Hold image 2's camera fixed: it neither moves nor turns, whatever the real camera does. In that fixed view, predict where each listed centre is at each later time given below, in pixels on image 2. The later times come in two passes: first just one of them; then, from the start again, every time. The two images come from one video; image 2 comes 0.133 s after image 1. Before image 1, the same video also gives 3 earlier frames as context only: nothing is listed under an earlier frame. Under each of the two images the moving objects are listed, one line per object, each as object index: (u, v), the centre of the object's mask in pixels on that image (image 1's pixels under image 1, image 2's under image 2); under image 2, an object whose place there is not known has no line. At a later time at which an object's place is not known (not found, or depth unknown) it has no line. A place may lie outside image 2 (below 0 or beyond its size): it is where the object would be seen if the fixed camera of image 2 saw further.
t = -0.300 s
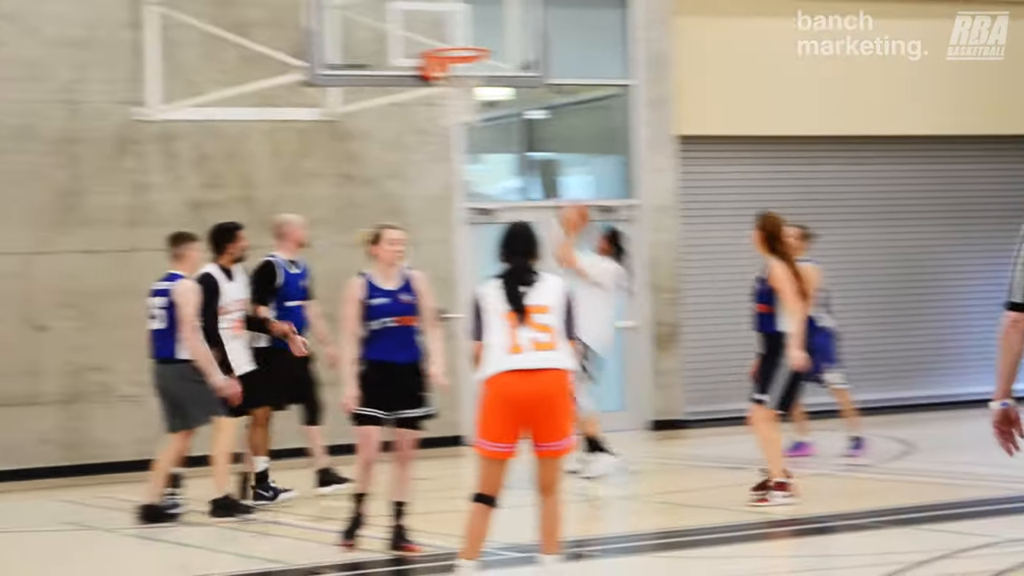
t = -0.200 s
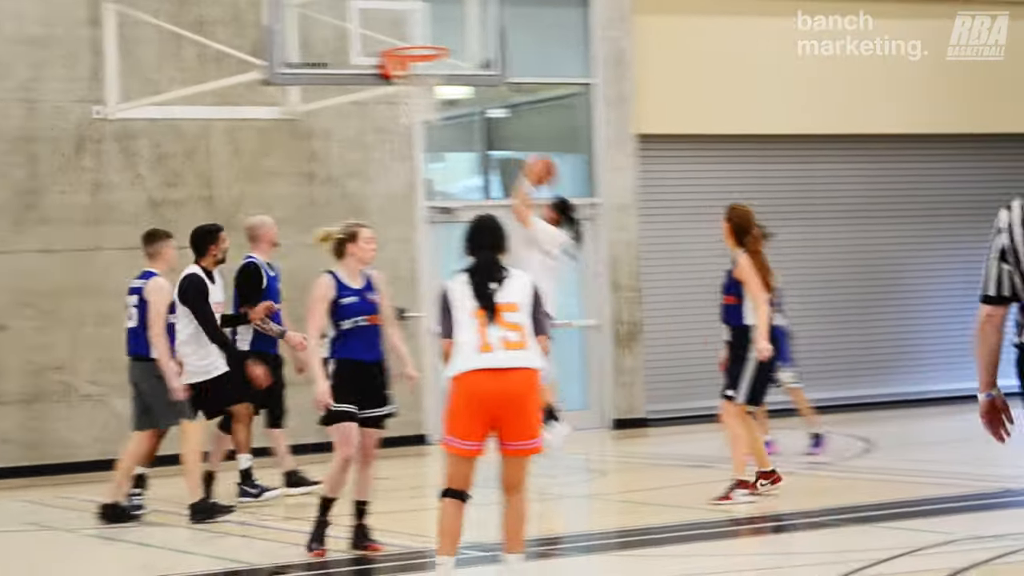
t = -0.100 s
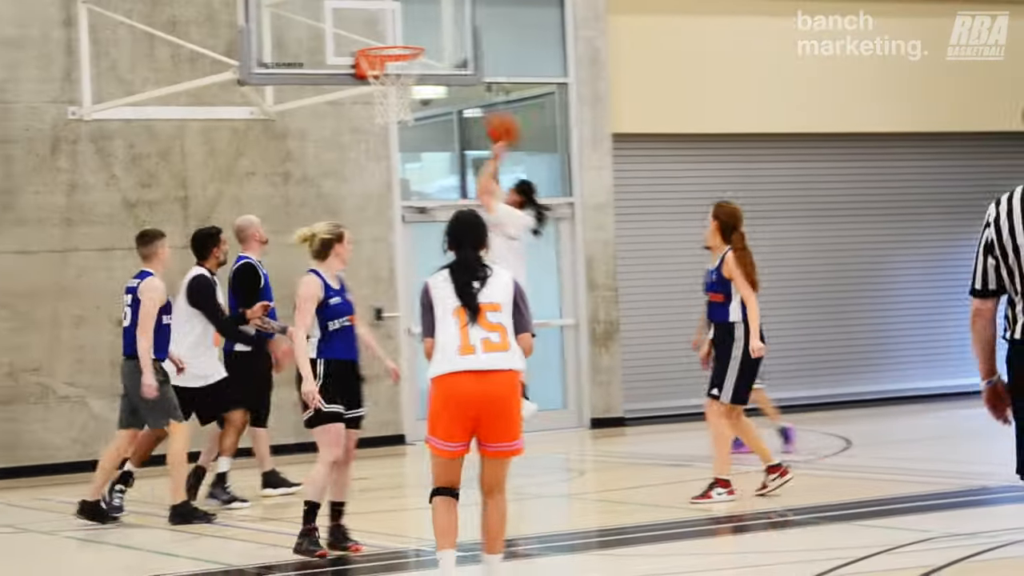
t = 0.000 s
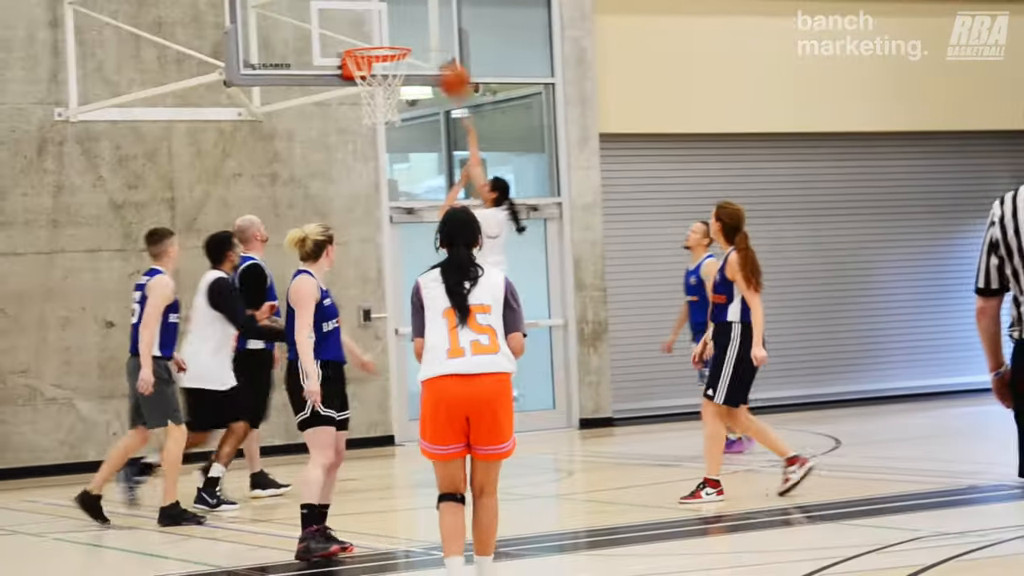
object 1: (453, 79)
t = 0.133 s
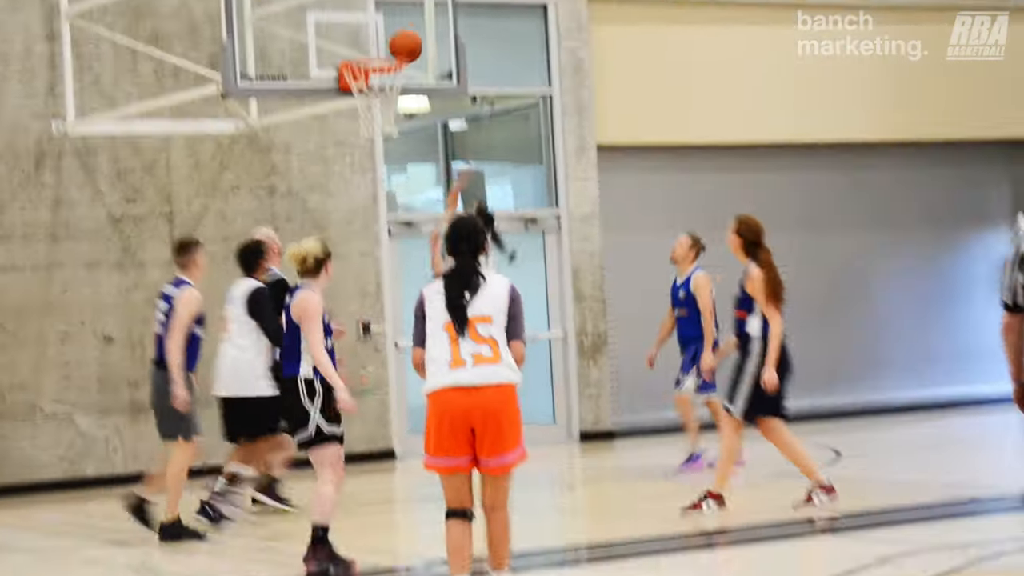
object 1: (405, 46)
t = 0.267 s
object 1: (401, 35)
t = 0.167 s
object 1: (404, 41)
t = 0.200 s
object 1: (403, 37)
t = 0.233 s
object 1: (402, 36)
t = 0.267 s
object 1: (401, 35)
